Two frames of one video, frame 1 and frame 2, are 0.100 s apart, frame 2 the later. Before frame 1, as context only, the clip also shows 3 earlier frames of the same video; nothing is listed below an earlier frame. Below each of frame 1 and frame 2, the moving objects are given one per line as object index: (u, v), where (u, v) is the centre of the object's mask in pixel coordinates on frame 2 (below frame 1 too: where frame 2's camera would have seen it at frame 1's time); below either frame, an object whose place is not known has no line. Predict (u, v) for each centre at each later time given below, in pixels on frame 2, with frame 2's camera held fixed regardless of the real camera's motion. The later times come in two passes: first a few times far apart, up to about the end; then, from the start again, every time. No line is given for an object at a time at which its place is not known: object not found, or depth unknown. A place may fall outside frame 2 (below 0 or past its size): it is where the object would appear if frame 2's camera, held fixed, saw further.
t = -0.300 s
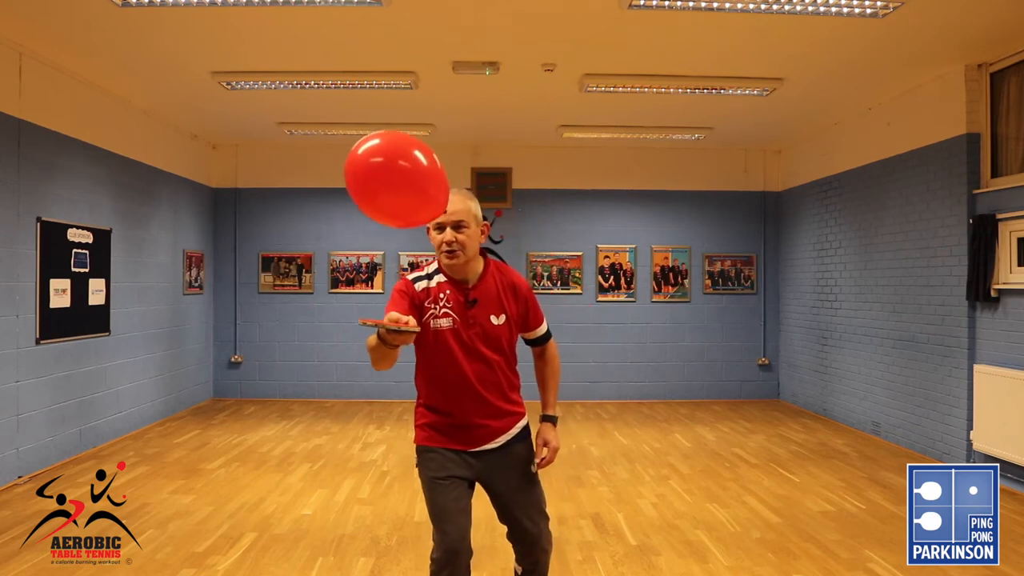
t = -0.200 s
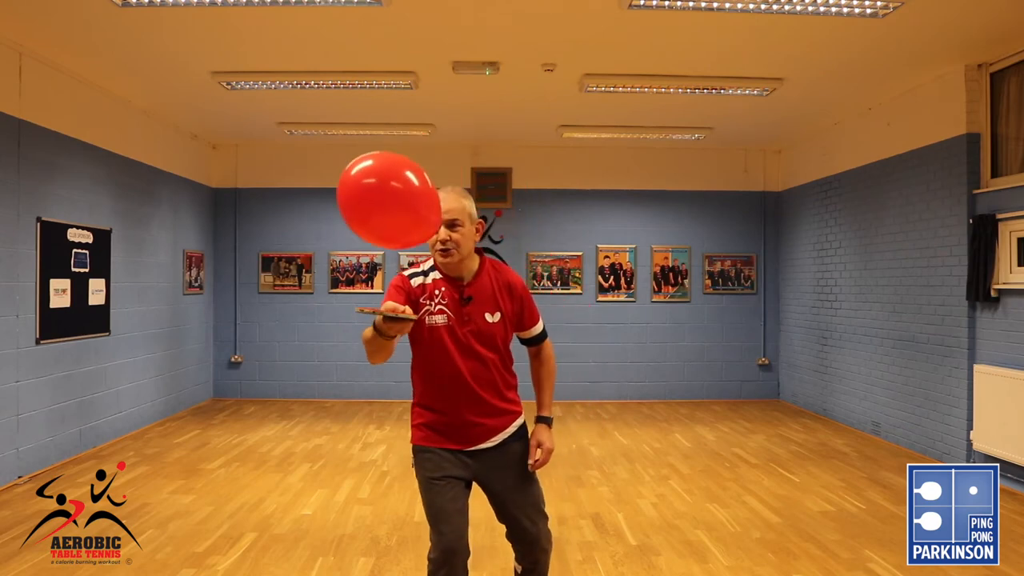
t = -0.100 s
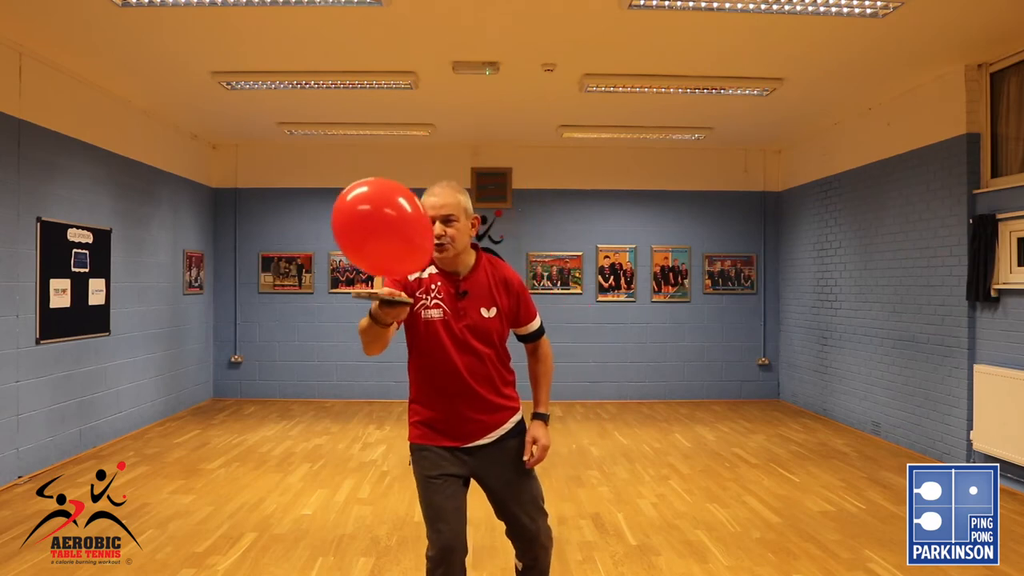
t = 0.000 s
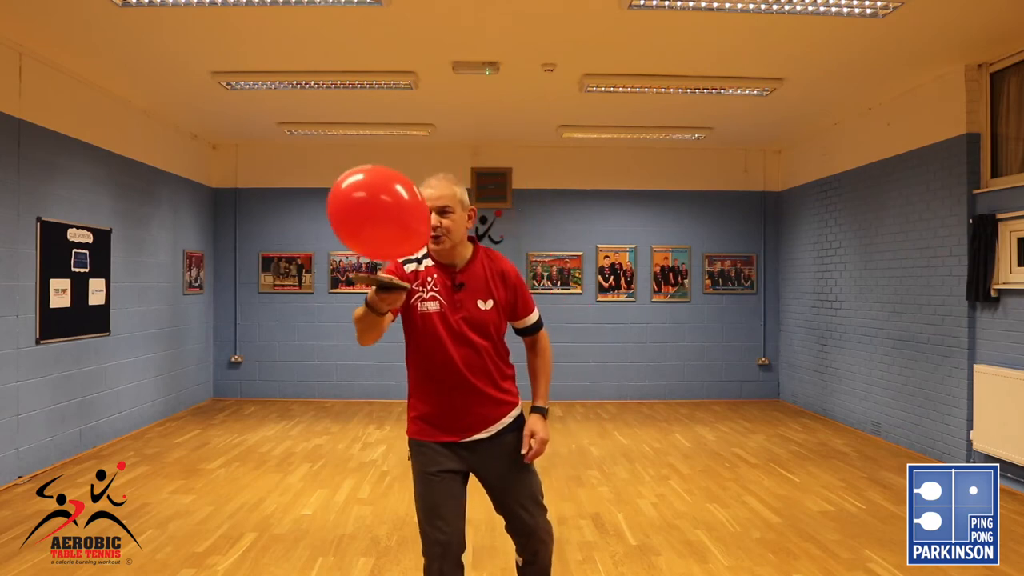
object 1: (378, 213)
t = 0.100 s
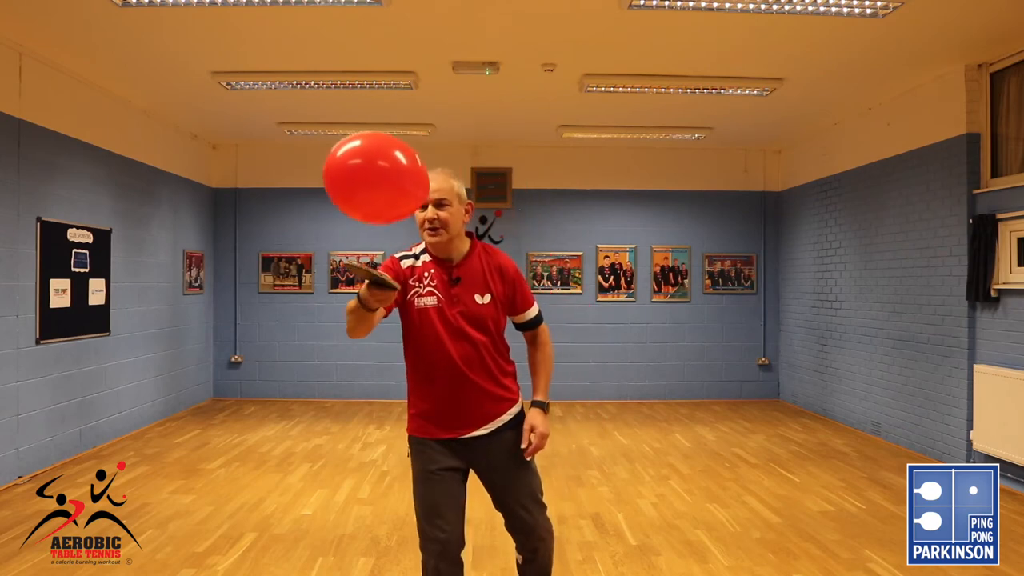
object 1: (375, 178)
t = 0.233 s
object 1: (372, 143)
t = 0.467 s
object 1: (367, 115)
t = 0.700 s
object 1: (364, 129)
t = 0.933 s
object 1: (360, 181)
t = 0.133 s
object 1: (374, 168)
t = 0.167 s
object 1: (373, 159)
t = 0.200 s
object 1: (372, 151)
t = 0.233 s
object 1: (372, 143)
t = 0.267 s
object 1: (371, 137)
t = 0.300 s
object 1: (370, 131)
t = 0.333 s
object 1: (369, 127)
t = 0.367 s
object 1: (369, 122)
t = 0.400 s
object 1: (368, 119)
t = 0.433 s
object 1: (367, 117)
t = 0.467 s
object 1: (367, 115)
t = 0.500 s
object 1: (367, 115)
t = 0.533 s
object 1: (366, 115)
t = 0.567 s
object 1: (366, 116)
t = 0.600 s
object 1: (366, 118)
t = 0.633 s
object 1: (365, 121)
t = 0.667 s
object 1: (365, 125)
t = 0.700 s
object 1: (364, 129)
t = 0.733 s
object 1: (364, 135)
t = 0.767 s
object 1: (364, 140)
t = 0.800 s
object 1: (363, 147)
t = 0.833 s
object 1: (362, 155)
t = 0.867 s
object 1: (362, 163)
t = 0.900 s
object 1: (361, 172)
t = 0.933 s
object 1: (360, 181)
